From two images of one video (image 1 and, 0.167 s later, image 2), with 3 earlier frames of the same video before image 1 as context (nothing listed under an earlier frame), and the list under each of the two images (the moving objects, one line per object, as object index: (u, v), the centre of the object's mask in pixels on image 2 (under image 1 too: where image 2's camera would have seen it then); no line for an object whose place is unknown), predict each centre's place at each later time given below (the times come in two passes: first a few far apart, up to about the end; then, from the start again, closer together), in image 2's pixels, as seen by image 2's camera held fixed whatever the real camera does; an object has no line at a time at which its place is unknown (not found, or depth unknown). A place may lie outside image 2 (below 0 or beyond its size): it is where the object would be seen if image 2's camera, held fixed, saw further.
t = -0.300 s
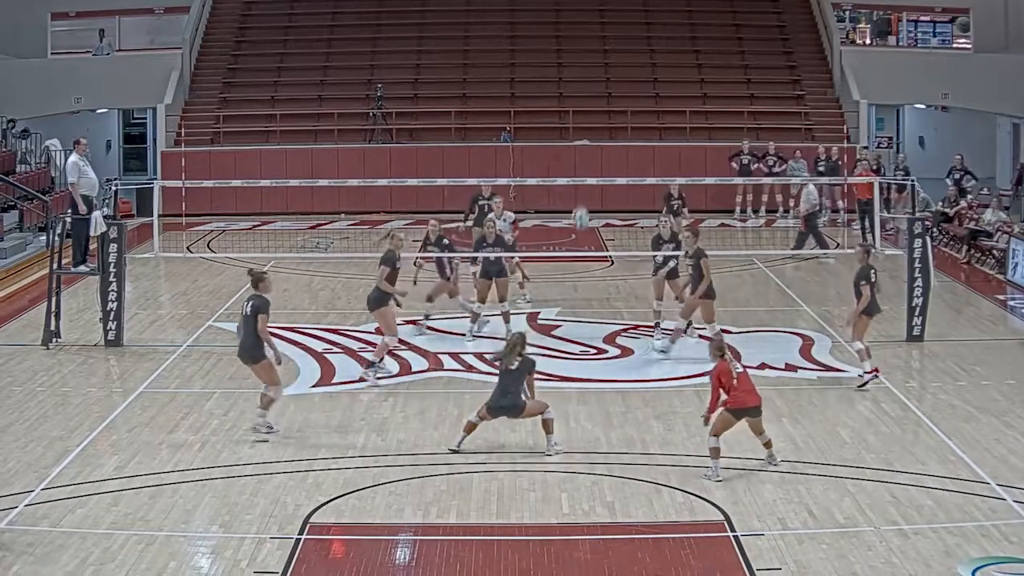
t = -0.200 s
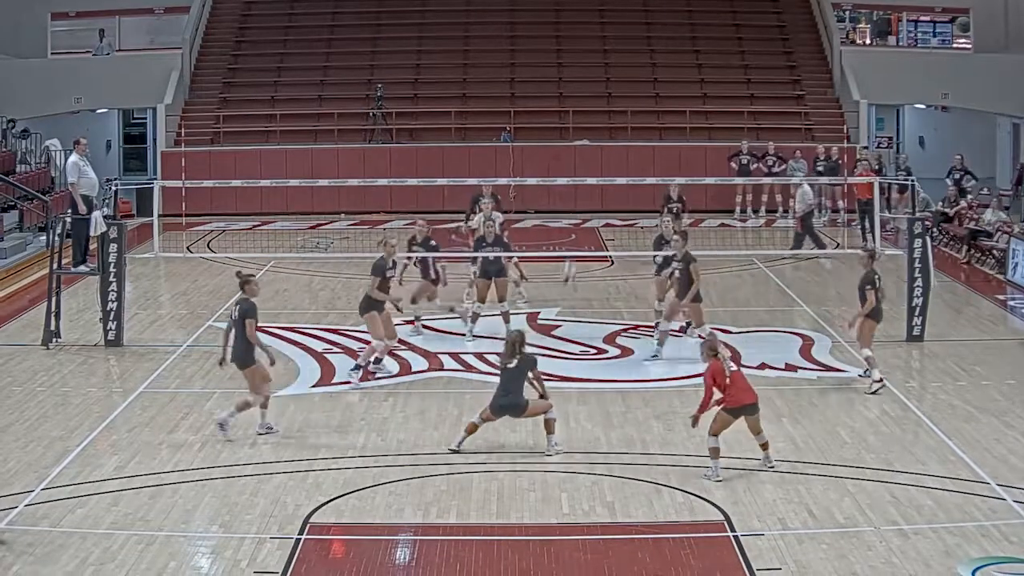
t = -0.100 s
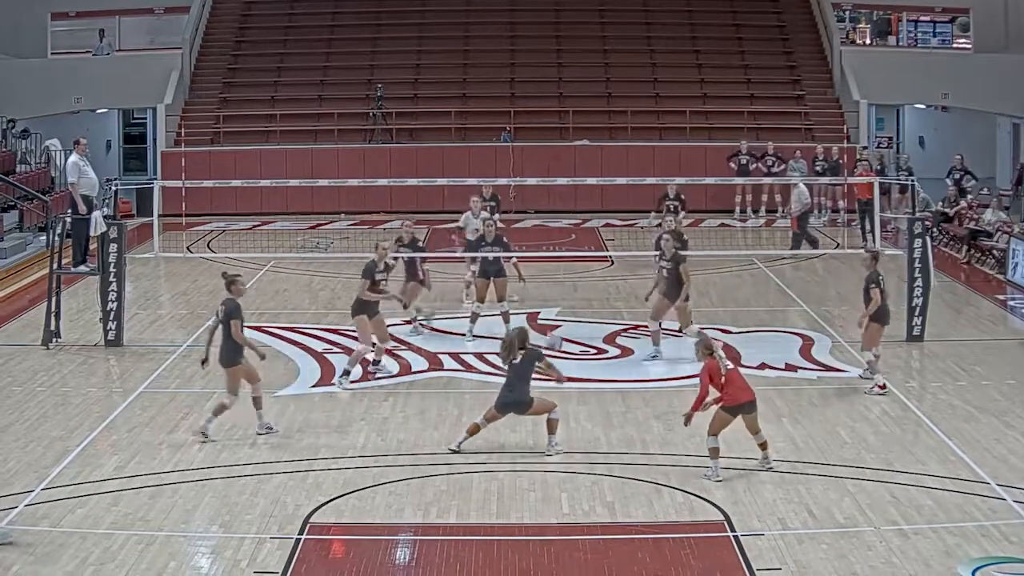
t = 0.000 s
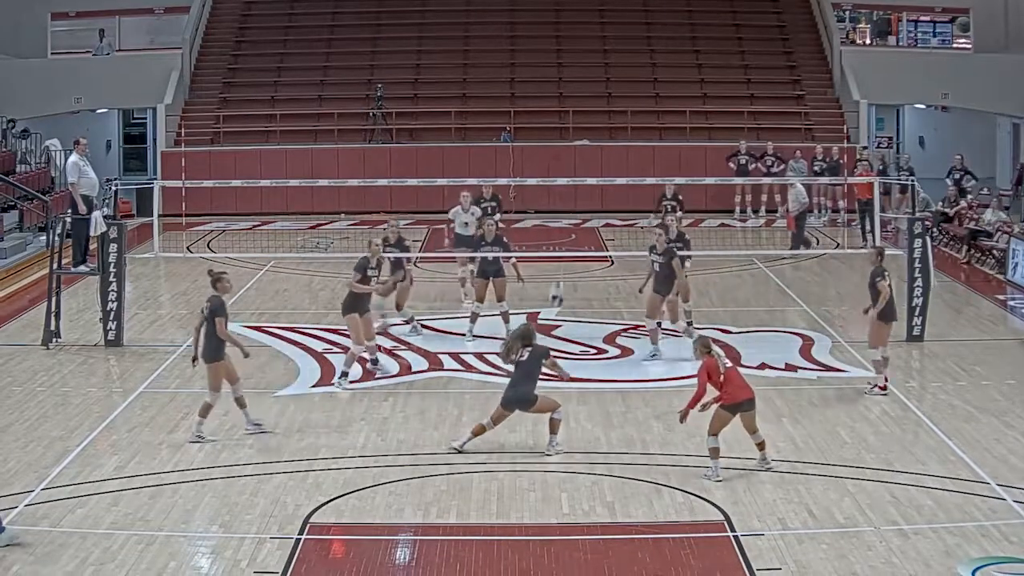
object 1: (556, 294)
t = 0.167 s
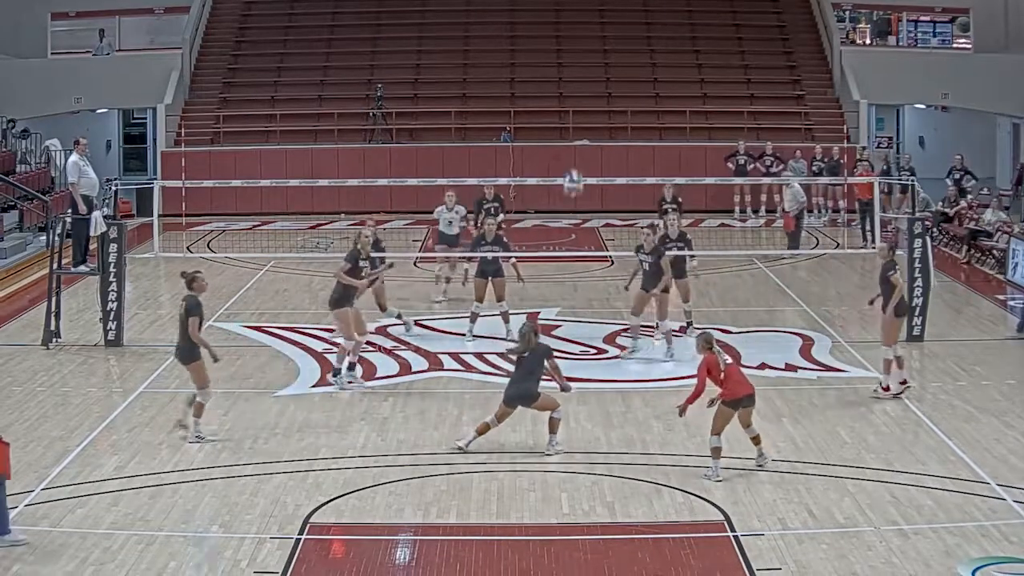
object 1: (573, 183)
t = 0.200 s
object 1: (577, 164)
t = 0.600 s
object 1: (607, 30)
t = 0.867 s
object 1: (626, 21)
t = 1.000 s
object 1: (635, 40)
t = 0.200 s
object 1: (577, 164)
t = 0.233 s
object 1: (579, 145)
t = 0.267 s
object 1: (582, 131)
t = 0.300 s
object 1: (585, 115)
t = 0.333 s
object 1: (587, 101)
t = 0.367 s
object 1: (590, 89)
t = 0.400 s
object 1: (593, 77)
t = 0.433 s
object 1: (595, 67)
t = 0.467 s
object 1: (598, 57)
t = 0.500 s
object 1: (600, 48)
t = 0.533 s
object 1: (603, 41)
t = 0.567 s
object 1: (605, 35)
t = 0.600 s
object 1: (607, 30)
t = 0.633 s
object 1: (610, 25)
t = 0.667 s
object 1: (612, 22)
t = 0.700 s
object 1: (614, 19)
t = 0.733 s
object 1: (616, 17)
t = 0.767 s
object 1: (619, 17)
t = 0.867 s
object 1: (626, 21)
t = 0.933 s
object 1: (631, 28)
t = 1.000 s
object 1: (635, 40)
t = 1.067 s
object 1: (640, 54)
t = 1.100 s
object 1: (642, 63)
